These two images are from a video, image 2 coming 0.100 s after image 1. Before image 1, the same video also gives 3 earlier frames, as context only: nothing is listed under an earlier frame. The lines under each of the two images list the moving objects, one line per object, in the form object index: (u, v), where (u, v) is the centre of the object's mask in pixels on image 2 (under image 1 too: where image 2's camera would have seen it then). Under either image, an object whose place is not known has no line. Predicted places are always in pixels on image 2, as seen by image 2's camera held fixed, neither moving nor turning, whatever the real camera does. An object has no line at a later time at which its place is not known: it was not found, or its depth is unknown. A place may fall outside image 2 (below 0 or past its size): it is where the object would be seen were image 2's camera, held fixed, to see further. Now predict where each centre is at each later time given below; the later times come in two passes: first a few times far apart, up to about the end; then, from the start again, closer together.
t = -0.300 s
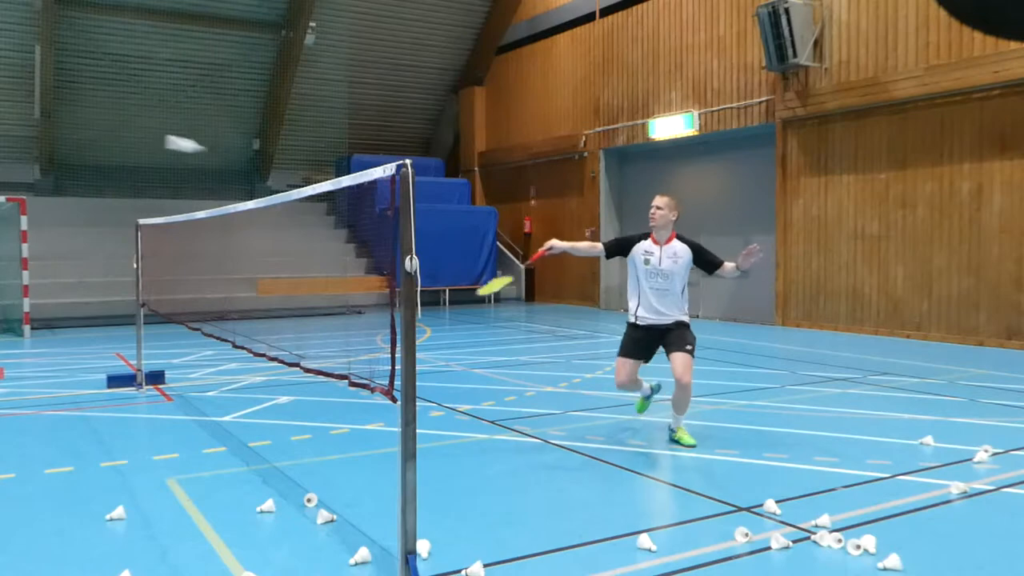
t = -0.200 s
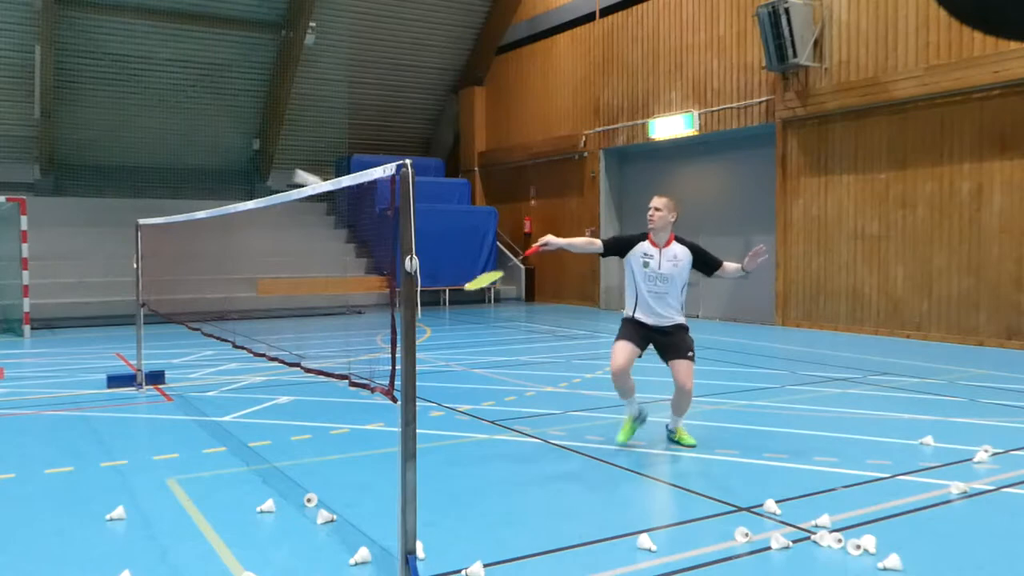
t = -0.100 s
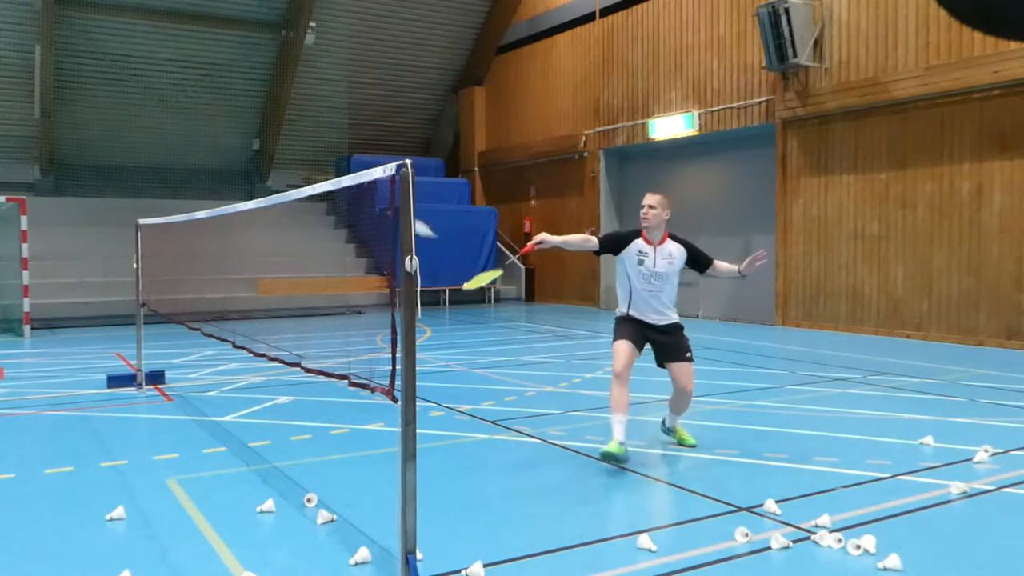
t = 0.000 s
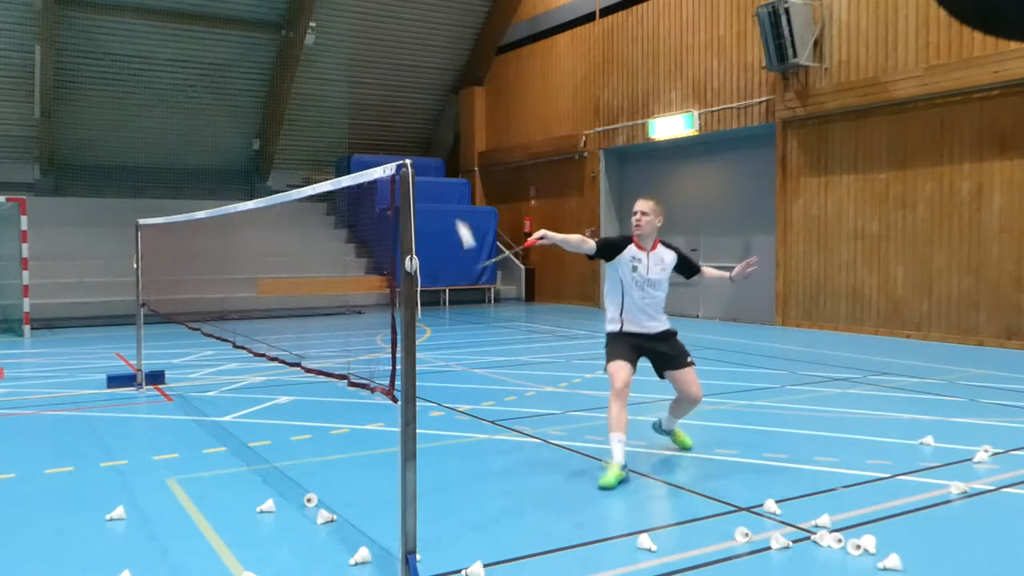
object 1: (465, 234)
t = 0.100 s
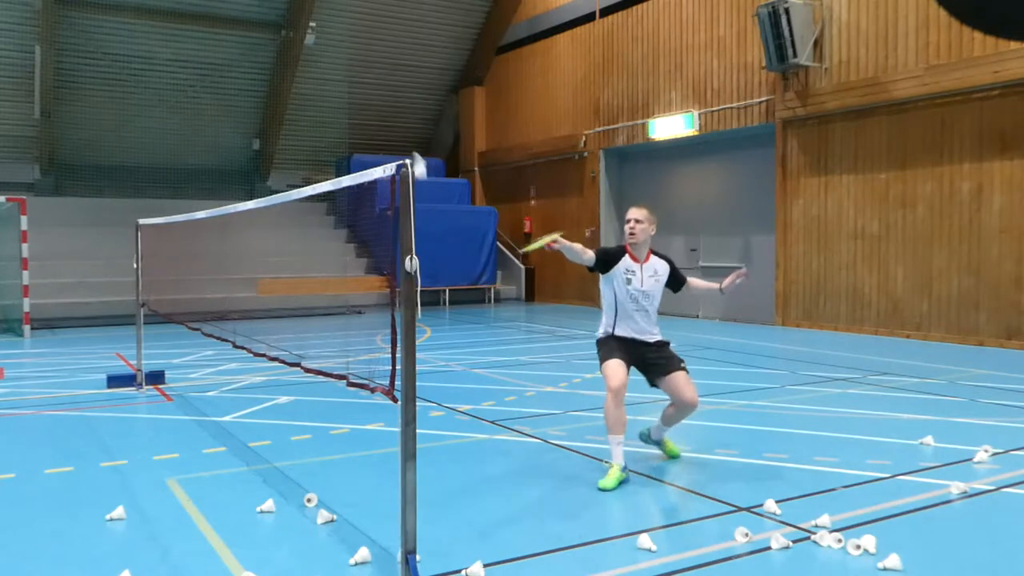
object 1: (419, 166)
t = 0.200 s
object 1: (376, 118)
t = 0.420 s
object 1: (291, 103)
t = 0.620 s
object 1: (217, 185)
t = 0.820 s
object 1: (165, 352)
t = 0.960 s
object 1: (134, 505)
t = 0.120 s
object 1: (414, 155)
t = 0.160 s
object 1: (398, 133)
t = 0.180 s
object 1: (388, 124)
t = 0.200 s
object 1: (376, 118)
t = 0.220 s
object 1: (366, 113)
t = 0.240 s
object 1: (357, 111)
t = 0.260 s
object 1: (350, 109)
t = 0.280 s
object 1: (343, 107)
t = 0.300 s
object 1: (337, 105)
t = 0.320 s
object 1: (331, 103)
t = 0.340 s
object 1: (325, 101)
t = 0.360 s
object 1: (317, 100)
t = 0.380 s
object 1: (309, 99)
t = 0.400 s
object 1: (300, 100)
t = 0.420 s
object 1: (291, 103)
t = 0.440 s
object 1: (282, 107)
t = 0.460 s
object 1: (273, 112)
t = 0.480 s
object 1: (264, 118)
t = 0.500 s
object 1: (256, 126)
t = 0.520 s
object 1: (249, 134)
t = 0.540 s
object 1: (243, 142)
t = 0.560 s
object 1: (237, 152)
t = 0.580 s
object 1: (230, 163)
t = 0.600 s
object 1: (224, 174)
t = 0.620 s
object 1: (217, 185)
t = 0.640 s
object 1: (211, 197)
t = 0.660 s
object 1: (204, 213)
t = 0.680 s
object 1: (198, 230)
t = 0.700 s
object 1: (192, 244)
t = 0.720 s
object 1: (187, 260)
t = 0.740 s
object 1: (182, 278)
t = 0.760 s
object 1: (177, 296)
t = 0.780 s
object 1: (173, 313)
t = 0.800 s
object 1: (169, 332)
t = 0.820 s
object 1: (165, 352)
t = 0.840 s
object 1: (161, 372)
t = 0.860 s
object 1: (156, 393)
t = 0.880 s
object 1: (152, 416)
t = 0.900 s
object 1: (148, 437)
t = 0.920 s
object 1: (144, 459)
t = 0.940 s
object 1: (139, 482)
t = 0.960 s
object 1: (134, 505)
